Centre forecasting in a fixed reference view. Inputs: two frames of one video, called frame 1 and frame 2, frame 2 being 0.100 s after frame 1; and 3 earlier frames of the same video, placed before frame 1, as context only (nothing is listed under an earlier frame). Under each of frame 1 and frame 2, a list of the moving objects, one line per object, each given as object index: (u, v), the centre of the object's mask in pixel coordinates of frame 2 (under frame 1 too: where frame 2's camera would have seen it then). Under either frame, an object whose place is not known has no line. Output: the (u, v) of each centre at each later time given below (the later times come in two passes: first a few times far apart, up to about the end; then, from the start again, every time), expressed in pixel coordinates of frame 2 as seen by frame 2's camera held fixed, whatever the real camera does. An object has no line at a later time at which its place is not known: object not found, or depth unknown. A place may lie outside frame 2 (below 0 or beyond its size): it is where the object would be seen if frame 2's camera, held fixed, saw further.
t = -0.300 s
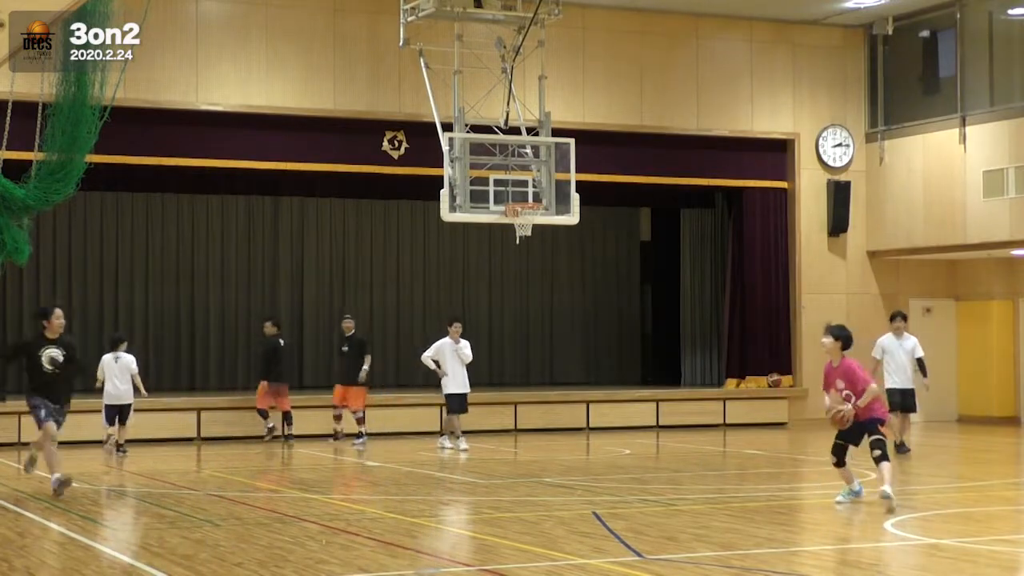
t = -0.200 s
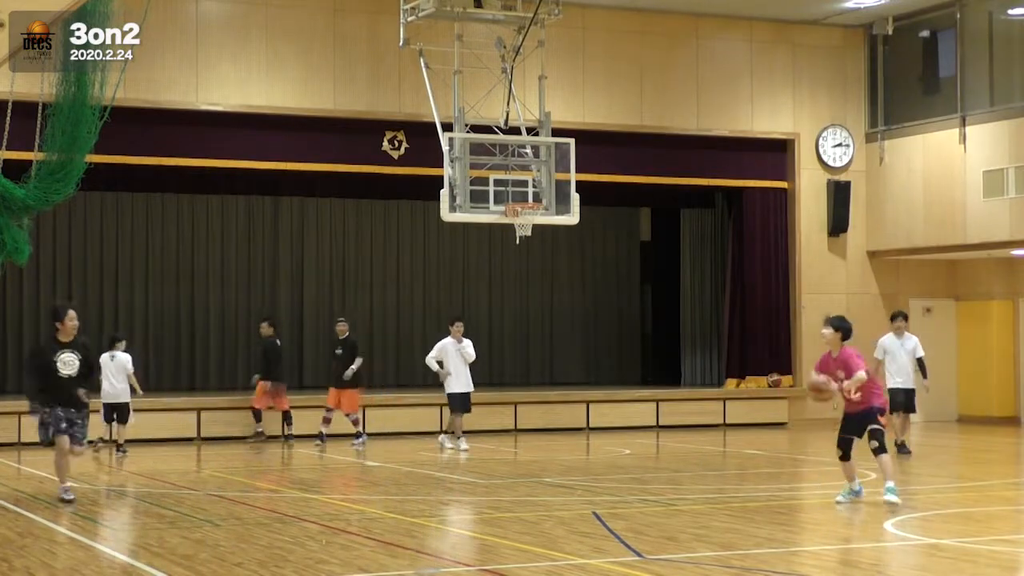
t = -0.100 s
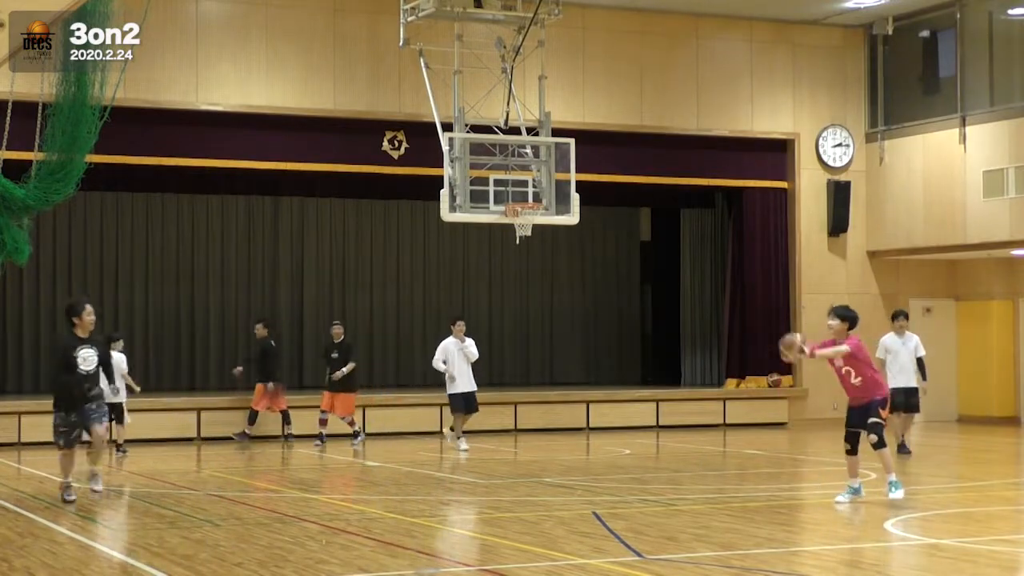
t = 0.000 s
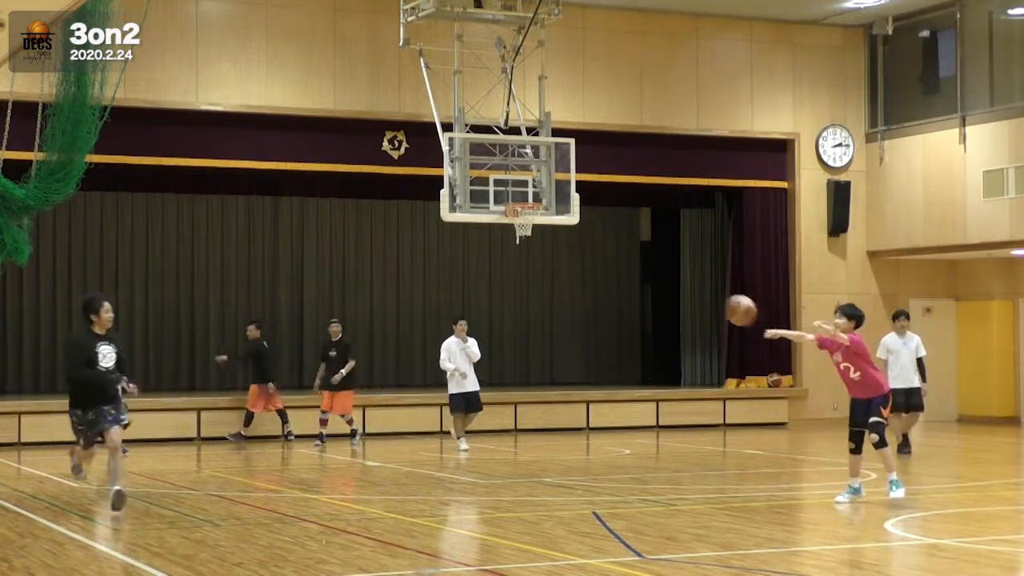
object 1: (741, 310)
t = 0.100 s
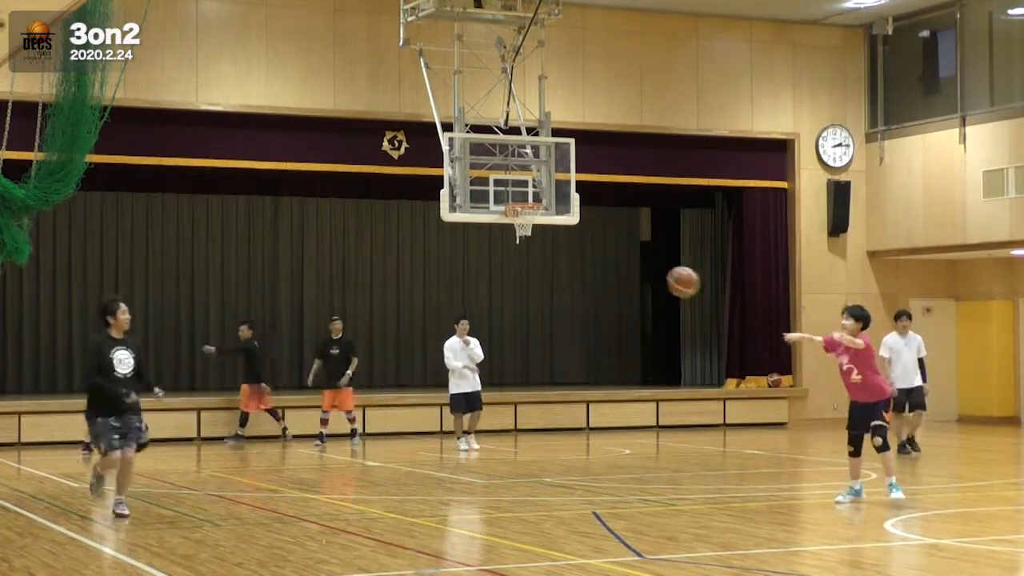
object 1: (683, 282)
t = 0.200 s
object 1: (624, 265)
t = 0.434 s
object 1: (477, 270)
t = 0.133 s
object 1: (663, 275)
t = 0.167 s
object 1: (644, 269)
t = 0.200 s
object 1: (624, 265)
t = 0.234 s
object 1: (603, 261)
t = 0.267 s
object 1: (582, 259)
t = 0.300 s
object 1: (562, 259)
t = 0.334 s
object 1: (541, 259)
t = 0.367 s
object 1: (520, 261)
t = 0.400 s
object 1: (499, 265)
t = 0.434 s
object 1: (477, 270)
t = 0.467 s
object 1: (454, 277)
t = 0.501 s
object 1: (432, 284)
